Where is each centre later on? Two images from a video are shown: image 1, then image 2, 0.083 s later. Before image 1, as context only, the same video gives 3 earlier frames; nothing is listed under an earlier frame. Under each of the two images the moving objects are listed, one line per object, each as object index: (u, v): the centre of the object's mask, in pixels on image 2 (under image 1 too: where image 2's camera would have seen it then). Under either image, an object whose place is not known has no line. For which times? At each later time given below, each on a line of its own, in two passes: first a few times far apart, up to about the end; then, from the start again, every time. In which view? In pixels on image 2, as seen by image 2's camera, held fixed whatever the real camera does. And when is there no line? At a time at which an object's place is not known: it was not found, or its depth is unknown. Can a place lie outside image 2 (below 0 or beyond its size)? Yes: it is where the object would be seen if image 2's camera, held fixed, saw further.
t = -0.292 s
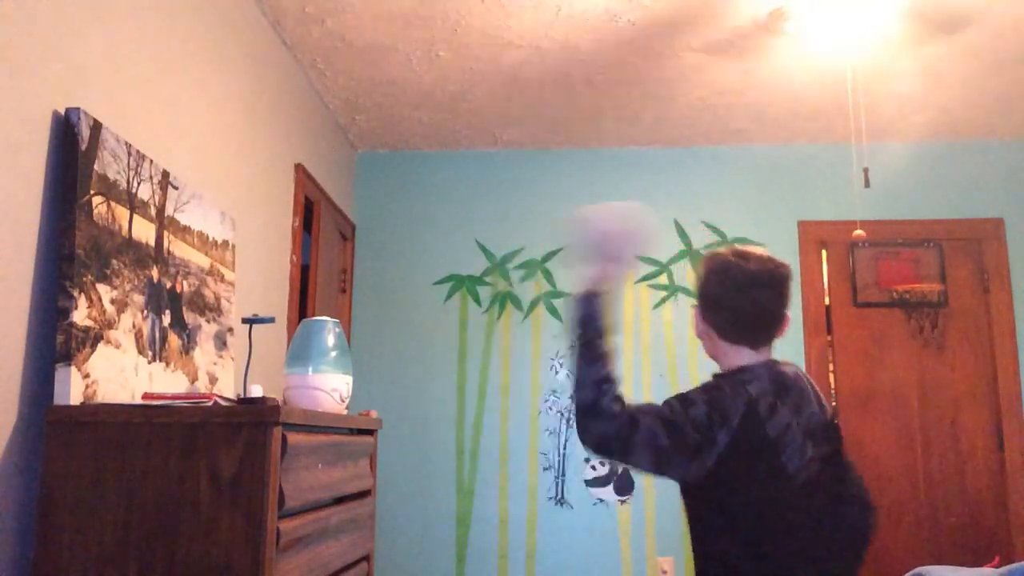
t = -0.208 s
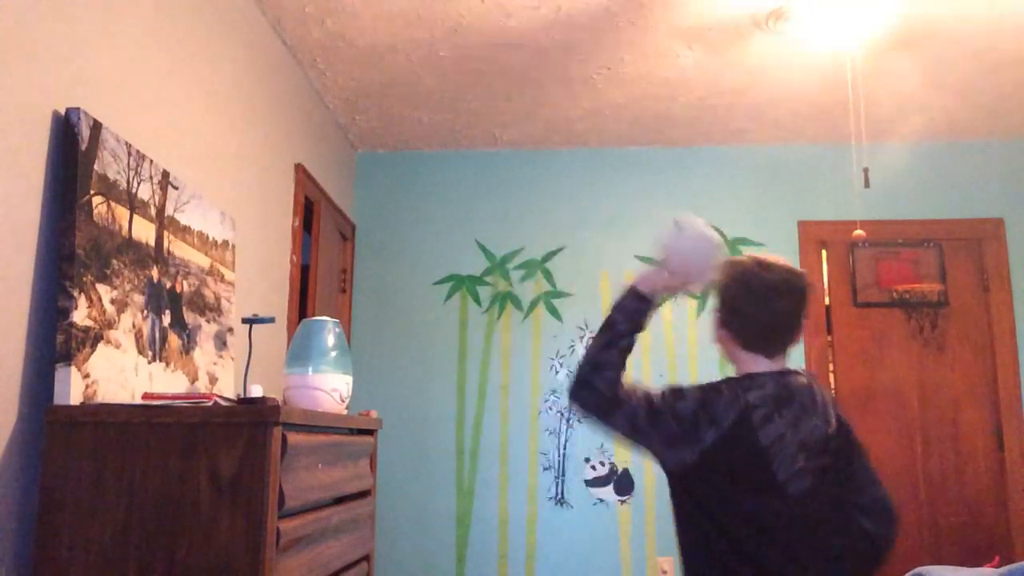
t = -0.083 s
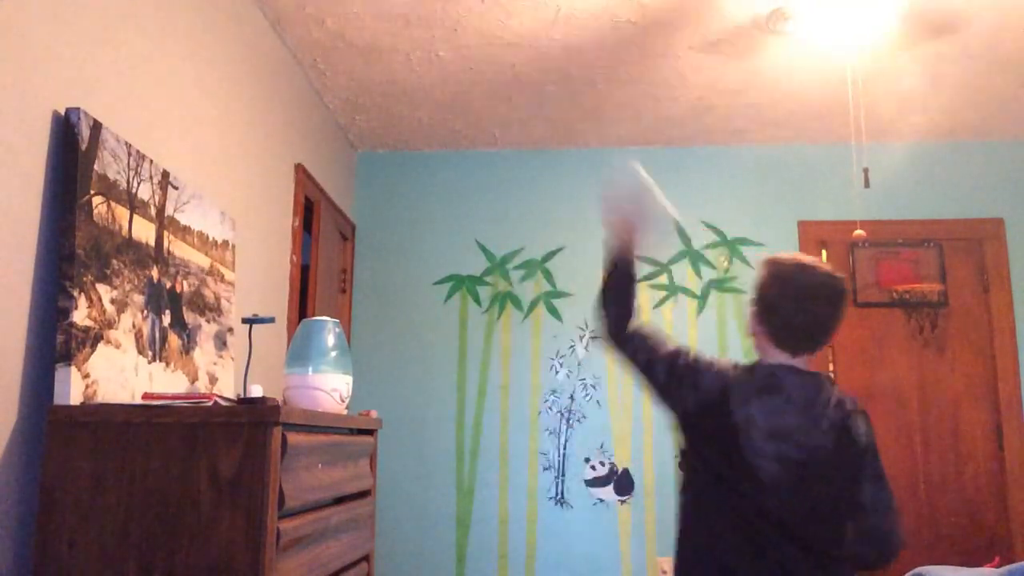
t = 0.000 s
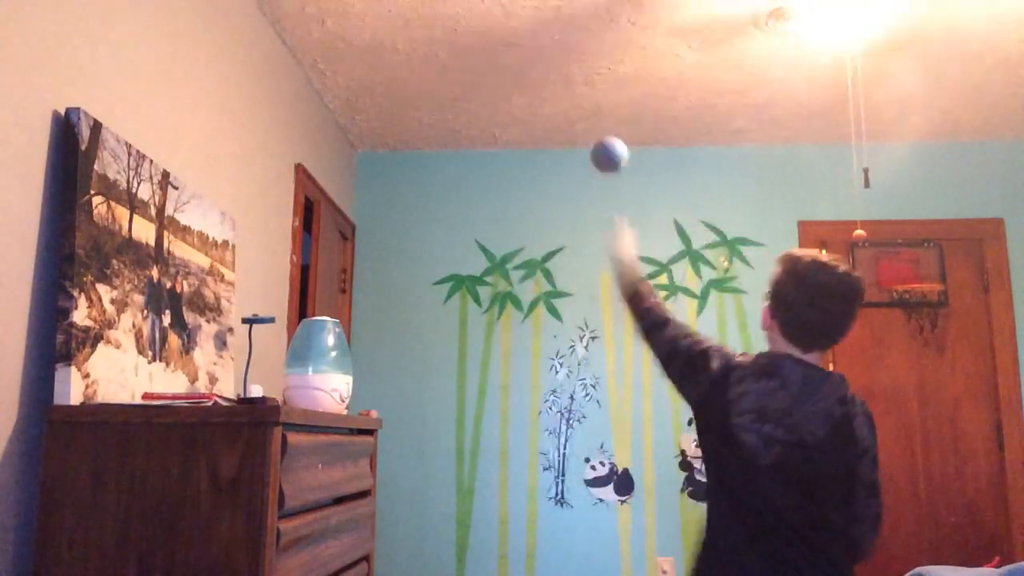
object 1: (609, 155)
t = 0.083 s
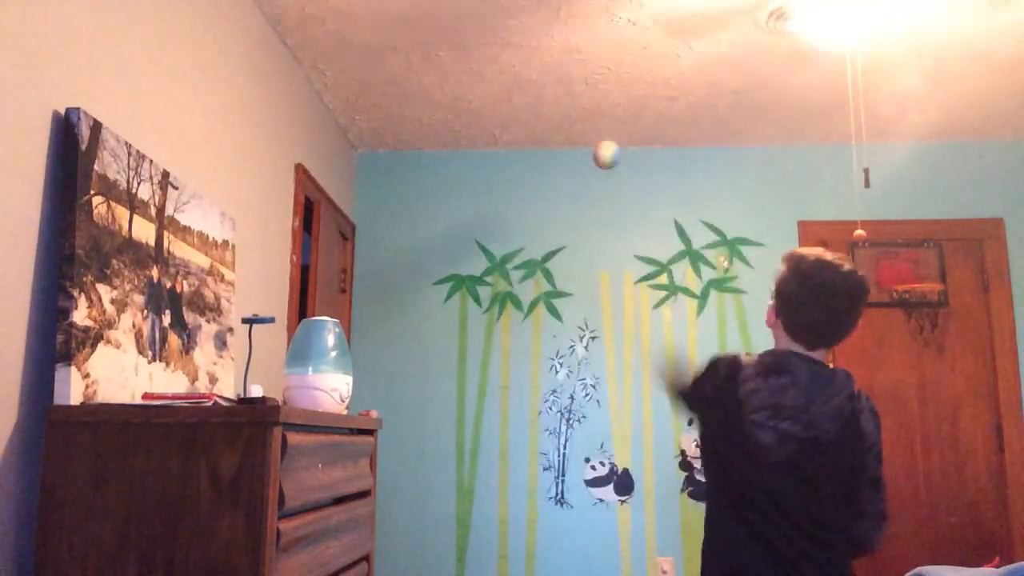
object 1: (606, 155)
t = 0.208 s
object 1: (604, 176)
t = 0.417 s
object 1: (621, 136)
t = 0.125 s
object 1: (605, 161)
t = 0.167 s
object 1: (605, 168)
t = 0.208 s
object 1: (604, 176)
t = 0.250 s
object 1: (606, 167)
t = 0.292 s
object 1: (610, 154)
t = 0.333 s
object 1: (612, 144)
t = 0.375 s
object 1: (617, 138)
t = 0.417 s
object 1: (621, 136)
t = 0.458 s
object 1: (626, 138)
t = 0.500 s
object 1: (630, 143)
